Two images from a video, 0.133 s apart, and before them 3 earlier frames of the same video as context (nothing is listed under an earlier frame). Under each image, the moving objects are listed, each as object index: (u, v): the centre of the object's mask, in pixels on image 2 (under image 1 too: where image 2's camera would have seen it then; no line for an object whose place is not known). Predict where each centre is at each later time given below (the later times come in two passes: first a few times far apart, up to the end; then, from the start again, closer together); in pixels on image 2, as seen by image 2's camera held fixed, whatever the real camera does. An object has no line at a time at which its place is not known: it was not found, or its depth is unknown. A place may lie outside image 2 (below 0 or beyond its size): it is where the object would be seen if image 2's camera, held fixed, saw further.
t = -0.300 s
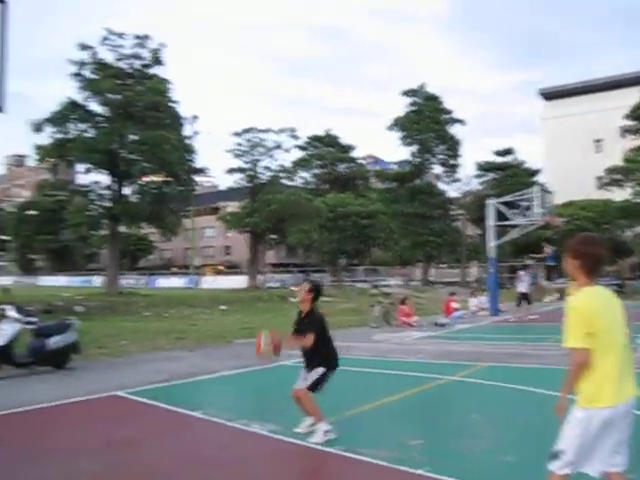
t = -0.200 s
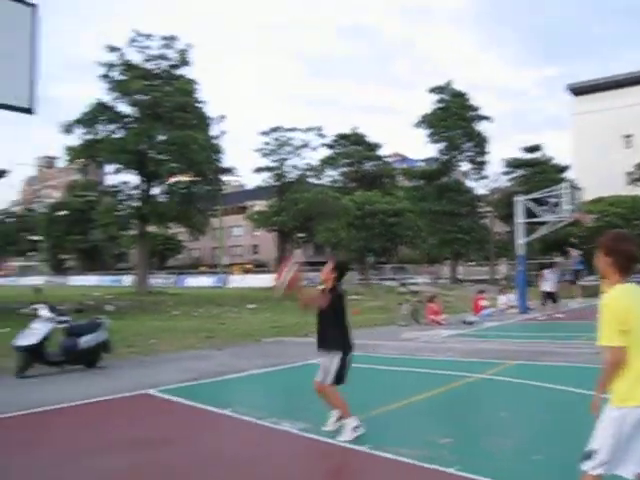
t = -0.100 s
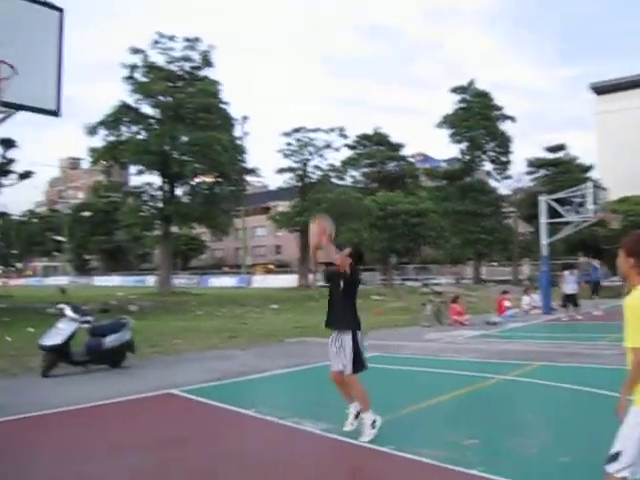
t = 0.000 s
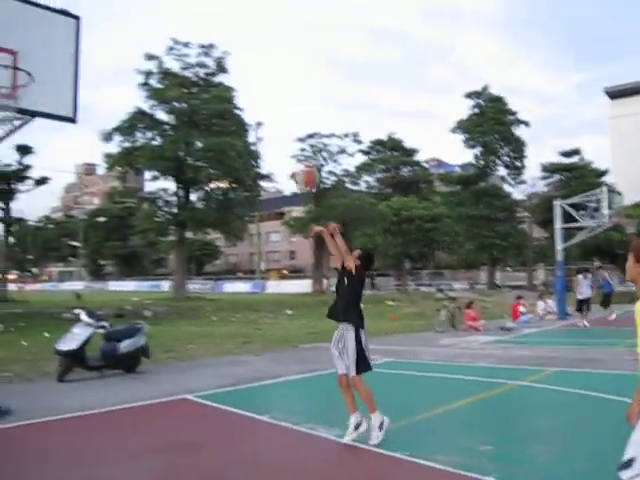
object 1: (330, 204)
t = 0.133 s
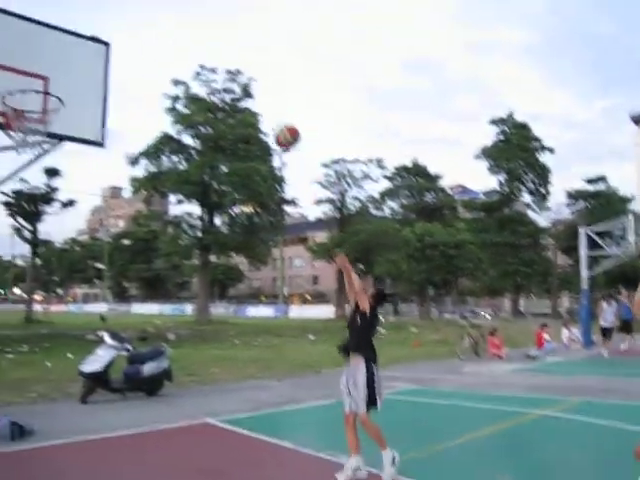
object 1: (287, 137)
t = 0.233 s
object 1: (254, 99)
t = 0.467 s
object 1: (180, 60)
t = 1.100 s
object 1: (176, 183)
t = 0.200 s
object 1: (265, 111)
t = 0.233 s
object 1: (254, 99)
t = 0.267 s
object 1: (245, 91)
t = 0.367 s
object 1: (213, 70)
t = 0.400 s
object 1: (203, 67)
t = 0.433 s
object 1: (191, 62)
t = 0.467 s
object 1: (180, 60)
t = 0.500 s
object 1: (169, 60)
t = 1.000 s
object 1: (146, 150)
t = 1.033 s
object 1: (157, 161)
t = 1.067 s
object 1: (169, 176)
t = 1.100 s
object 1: (176, 183)
